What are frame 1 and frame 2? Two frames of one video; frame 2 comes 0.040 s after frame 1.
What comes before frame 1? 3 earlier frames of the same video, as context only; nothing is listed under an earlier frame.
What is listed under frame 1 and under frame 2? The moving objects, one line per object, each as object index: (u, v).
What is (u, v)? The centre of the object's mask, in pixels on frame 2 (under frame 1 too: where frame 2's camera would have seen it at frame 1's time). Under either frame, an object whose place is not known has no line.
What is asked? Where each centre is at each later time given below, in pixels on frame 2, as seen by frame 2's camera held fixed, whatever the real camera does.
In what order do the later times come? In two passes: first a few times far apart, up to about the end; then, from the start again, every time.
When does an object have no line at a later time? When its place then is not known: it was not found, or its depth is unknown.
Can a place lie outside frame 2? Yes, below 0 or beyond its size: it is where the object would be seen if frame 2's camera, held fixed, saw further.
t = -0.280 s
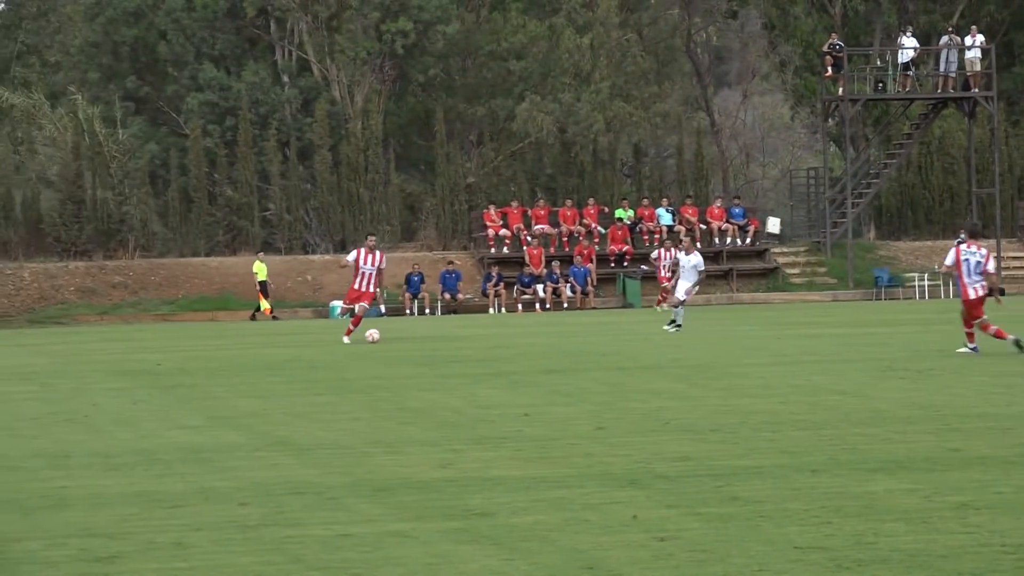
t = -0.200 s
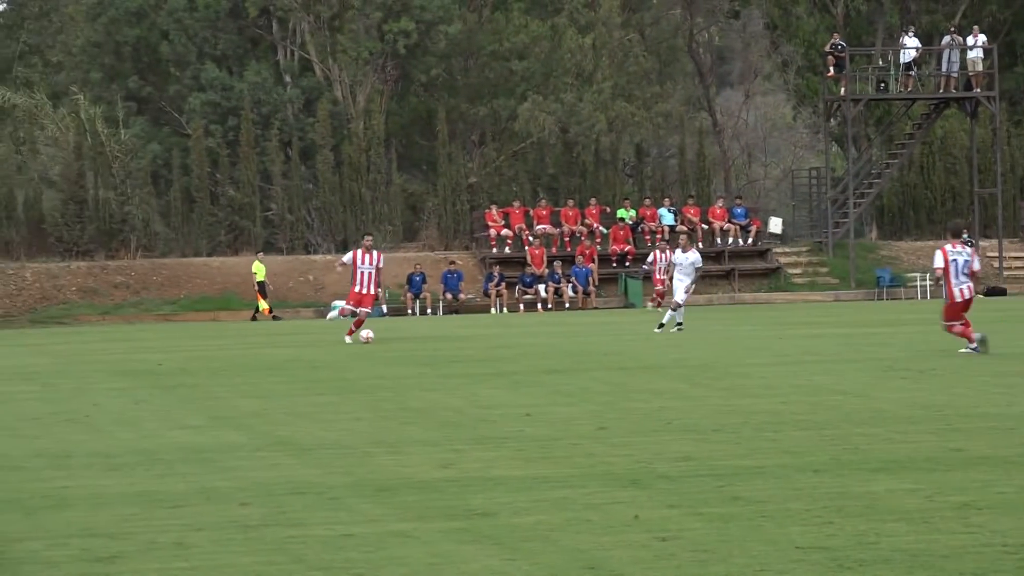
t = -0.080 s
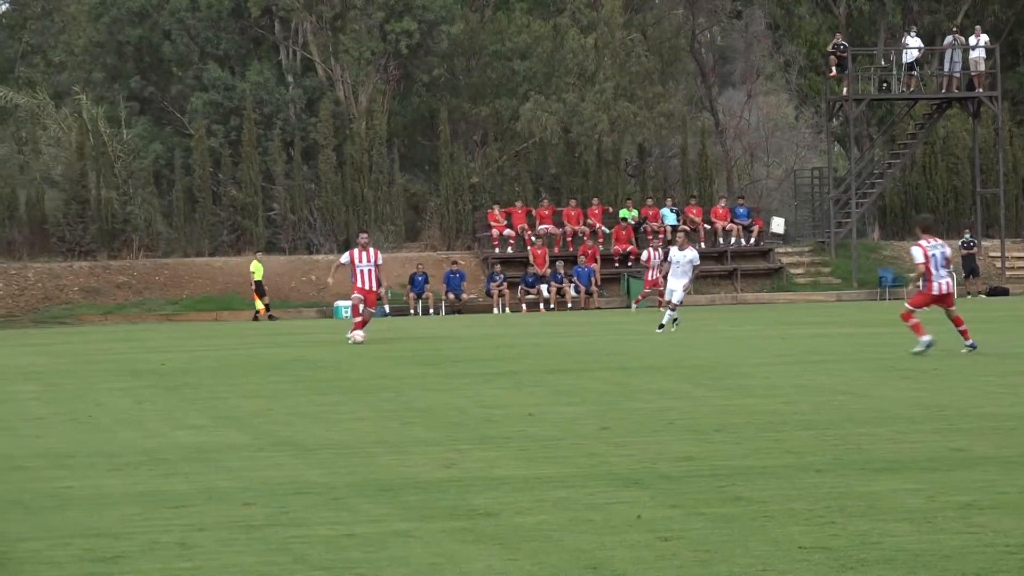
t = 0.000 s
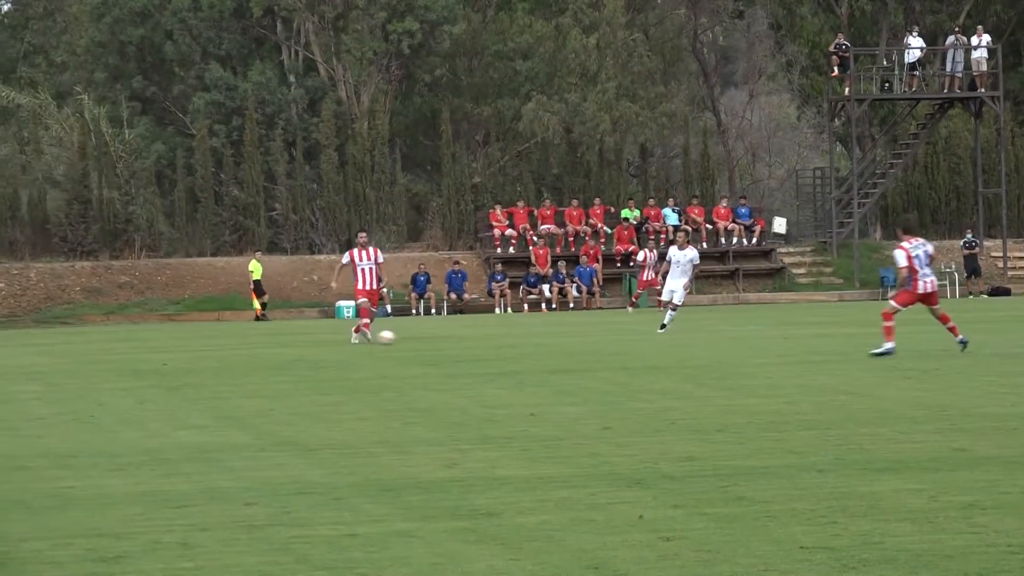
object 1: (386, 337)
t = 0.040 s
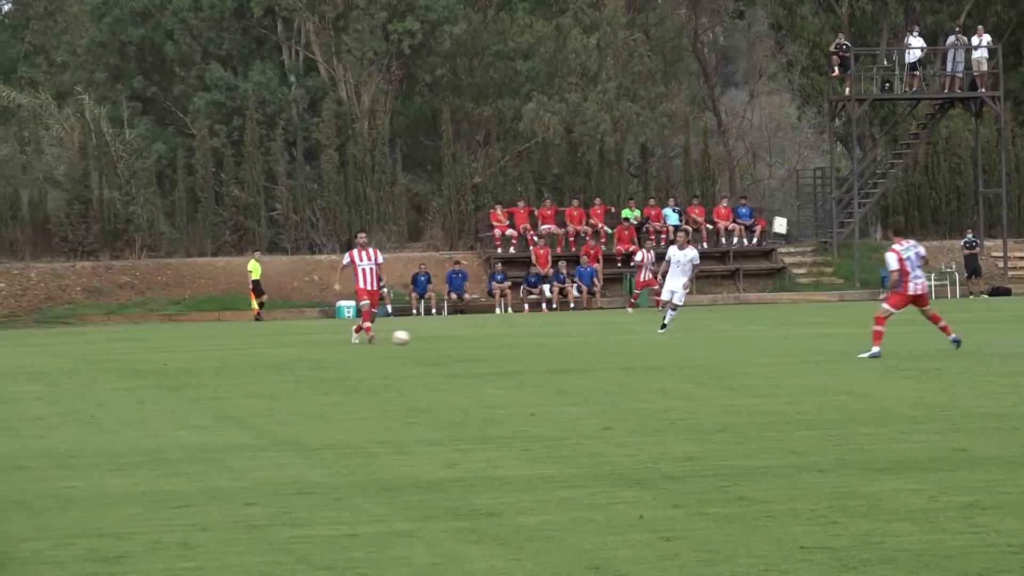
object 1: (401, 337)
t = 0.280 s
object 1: (484, 338)
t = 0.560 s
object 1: (571, 339)
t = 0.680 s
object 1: (605, 341)
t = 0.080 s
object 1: (415, 337)
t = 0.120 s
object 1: (429, 338)
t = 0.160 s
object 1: (443, 338)
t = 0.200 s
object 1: (457, 338)
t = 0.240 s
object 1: (470, 338)
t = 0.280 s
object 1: (484, 338)
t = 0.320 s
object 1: (496, 337)
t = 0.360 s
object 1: (509, 337)
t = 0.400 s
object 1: (522, 339)
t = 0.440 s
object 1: (535, 340)
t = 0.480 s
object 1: (547, 338)
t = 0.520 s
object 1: (559, 338)
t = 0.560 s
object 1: (571, 339)
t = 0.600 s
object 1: (584, 341)
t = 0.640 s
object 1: (594, 341)
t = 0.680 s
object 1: (605, 341)
